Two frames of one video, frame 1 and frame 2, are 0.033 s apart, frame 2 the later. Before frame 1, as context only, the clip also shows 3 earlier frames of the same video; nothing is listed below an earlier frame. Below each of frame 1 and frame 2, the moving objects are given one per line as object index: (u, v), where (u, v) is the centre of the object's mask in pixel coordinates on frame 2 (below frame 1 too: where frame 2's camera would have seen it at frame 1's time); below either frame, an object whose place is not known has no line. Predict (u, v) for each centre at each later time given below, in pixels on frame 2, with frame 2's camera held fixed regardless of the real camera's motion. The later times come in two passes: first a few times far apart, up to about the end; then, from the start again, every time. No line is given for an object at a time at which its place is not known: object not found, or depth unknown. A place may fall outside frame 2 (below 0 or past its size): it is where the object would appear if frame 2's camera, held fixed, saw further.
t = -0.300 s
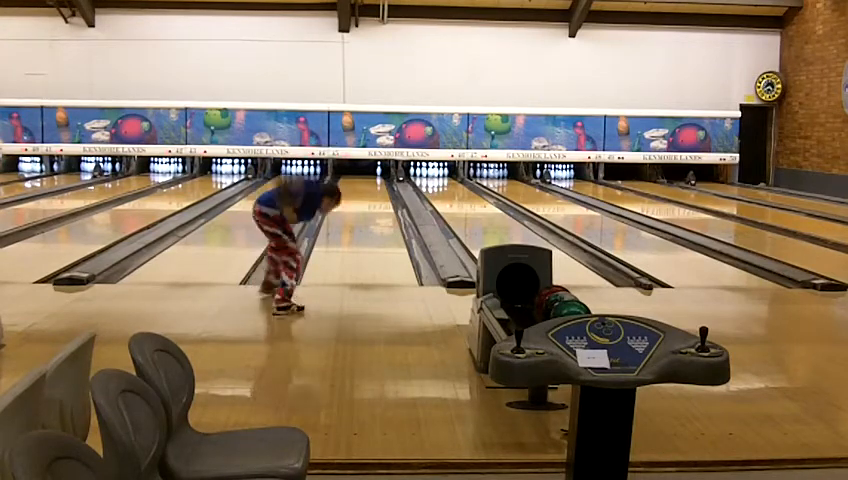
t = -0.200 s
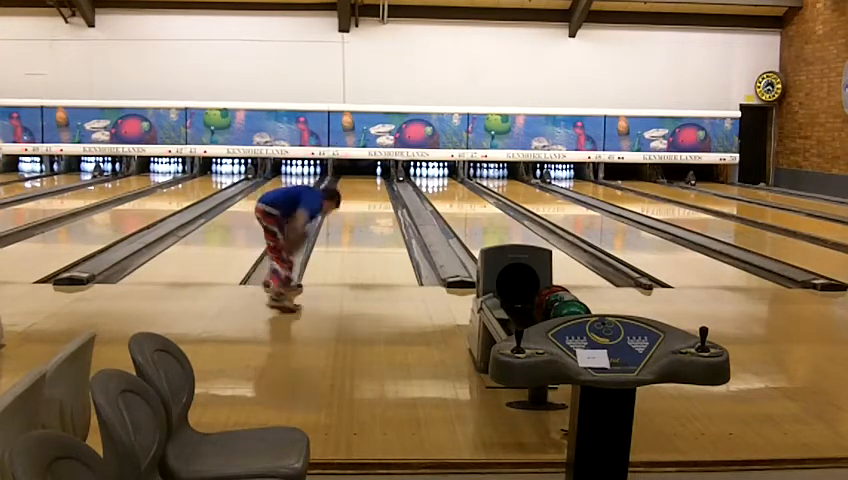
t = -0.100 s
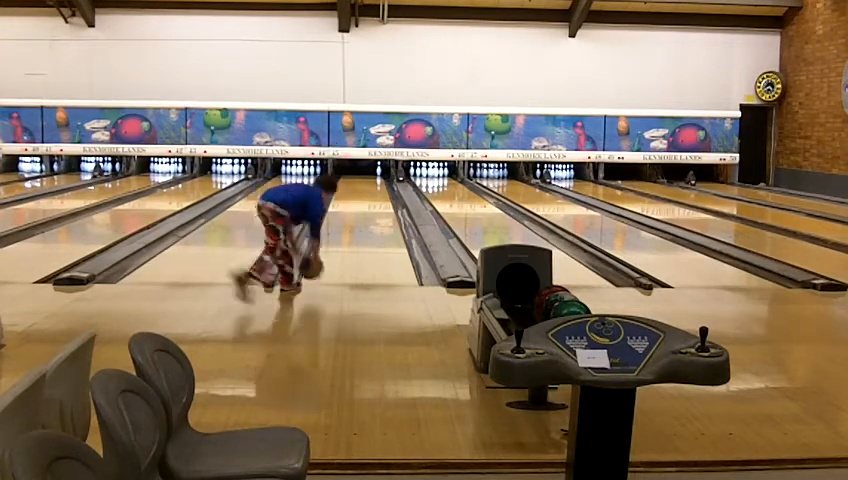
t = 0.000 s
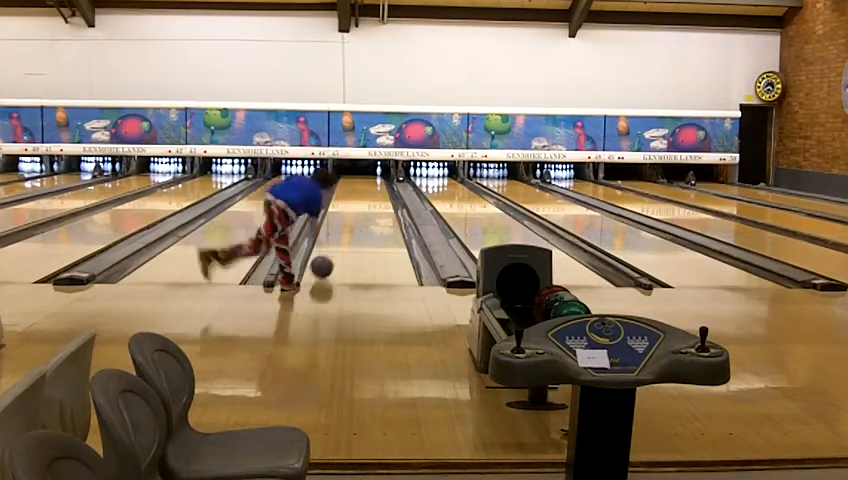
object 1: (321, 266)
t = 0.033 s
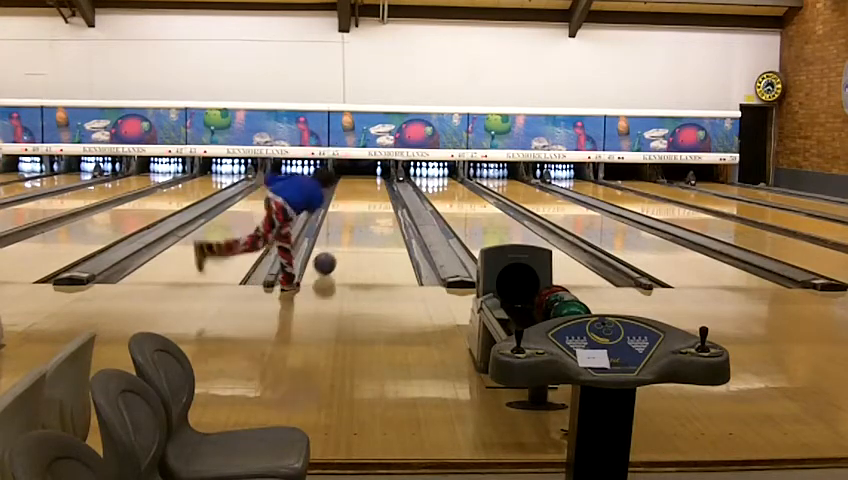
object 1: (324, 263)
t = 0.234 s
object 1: (339, 244)
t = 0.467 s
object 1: (351, 227)
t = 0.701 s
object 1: (360, 214)
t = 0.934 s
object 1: (366, 204)
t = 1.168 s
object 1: (372, 197)
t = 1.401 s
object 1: (375, 190)
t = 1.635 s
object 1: (379, 185)
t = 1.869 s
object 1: (379, 180)
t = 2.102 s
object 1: (378, 175)
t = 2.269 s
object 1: (376, 174)
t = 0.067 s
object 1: (327, 259)
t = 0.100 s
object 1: (330, 256)
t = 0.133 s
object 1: (332, 252)
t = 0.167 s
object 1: (334, 250)
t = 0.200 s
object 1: (336, 246)
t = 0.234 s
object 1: (339, 244)
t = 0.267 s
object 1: (341, 241)
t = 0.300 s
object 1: (342, 238)
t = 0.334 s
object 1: (344, 236)
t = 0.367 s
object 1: (346, 234)
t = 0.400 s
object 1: (348, 232)
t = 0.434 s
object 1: (349, 230)
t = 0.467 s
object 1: (351, 227)
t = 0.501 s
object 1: (352, 225)
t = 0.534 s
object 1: (354, 223)
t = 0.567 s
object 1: (355, 221)
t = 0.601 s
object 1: (356, 219)
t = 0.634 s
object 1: (357, 217)
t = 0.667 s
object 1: (359, 216)
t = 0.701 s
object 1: (360, 214)
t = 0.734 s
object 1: (361, 213)
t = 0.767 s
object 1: (362, 211)
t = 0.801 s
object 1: (363, 210)
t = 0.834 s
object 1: (364, 208)
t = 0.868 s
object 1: (364, 207)
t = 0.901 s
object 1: (366, 206)
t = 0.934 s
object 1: (366, 204)
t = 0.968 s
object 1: (367, 203)
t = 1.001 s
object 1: (368, 202)
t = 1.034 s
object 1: (369, 201)
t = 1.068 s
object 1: (369, 200)
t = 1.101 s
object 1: (370, 198)
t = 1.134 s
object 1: (371, 198)
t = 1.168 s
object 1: (372, 197)
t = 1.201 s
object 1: (372, 196)
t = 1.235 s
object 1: (373, 194)
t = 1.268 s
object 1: (373, 195)
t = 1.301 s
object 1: (374, 194)
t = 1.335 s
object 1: (374, 192)
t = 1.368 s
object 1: (375, 191)
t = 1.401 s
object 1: (375, 190)
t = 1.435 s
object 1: (376, 189)
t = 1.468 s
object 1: (376, 188)
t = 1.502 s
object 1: (377, 188)
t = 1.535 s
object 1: (377, 187)
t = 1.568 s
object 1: (377, 187)
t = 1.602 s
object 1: (377, 186)
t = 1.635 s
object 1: (379, 185)
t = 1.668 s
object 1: (379, 184)
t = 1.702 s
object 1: (379, 184)
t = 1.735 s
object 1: (379, 183)
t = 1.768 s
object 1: (379, 182)
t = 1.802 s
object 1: (379, 181)
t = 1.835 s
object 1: (380, 180)
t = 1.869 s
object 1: (379, 180)
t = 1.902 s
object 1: (379, 179)
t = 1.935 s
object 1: (379, 179)
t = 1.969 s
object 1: (379, 178)
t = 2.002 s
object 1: (379, 177)
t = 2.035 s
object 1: (379, 177)
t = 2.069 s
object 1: (378, 177)
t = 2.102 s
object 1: (378, 175)
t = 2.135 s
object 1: (377, 175)
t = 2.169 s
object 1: (376, 175)
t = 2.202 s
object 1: (376, 175)
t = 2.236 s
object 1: (376, 174)
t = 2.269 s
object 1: (376, 174)
